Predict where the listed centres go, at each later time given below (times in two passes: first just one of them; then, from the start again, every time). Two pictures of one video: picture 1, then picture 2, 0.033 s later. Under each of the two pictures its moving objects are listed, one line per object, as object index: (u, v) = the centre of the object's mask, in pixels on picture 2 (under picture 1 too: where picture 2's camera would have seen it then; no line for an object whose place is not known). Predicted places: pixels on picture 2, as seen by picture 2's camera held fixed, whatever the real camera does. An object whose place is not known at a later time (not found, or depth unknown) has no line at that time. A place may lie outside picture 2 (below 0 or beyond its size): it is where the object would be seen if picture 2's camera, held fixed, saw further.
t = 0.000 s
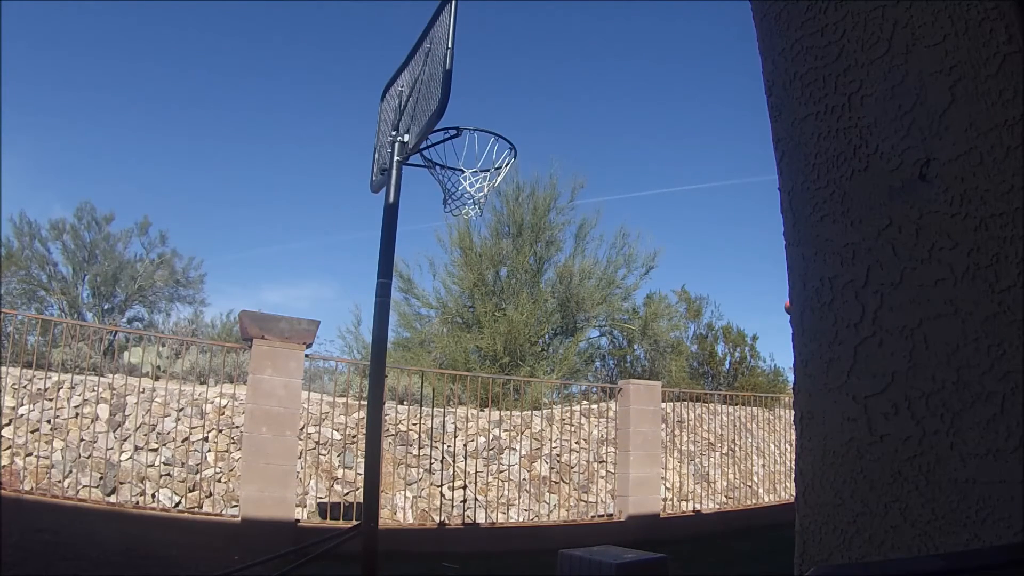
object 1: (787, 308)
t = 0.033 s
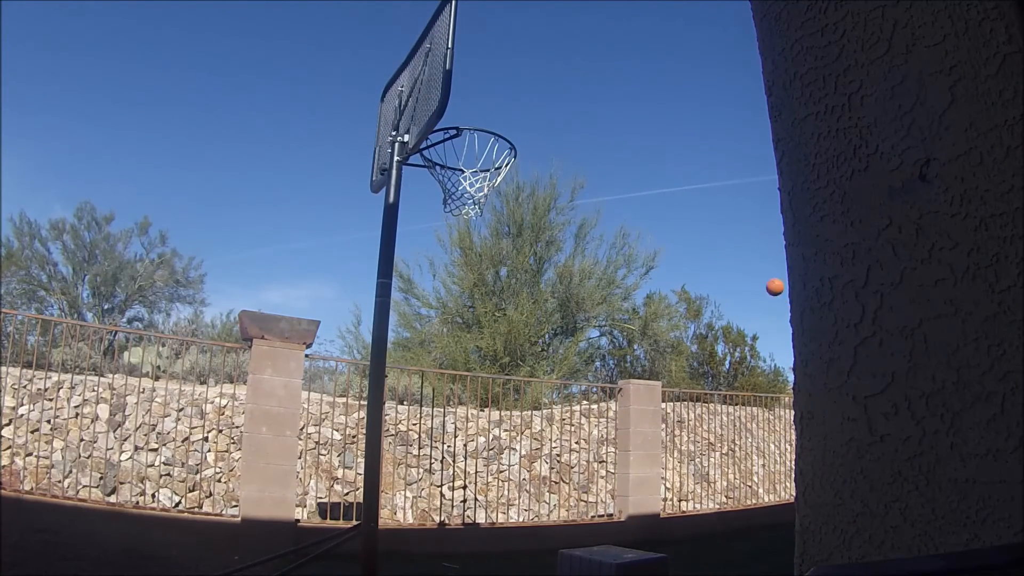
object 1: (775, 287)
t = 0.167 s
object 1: (690, 211)
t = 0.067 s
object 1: (755, 268)
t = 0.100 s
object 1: (735, 248)
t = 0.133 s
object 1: (713, 229)
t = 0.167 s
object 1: (690, 211)
